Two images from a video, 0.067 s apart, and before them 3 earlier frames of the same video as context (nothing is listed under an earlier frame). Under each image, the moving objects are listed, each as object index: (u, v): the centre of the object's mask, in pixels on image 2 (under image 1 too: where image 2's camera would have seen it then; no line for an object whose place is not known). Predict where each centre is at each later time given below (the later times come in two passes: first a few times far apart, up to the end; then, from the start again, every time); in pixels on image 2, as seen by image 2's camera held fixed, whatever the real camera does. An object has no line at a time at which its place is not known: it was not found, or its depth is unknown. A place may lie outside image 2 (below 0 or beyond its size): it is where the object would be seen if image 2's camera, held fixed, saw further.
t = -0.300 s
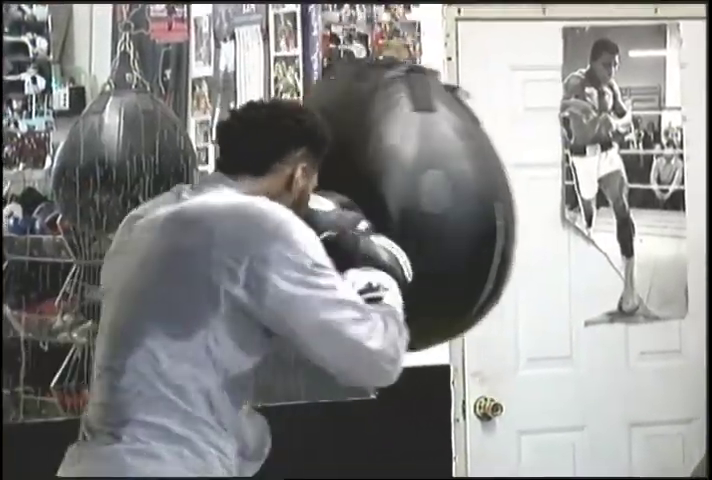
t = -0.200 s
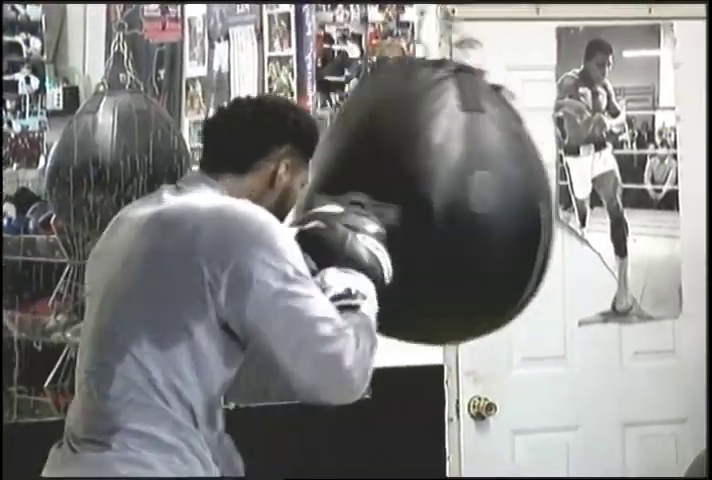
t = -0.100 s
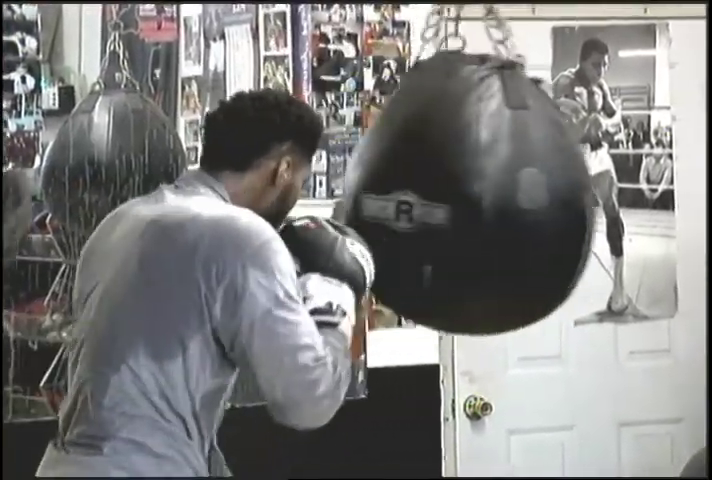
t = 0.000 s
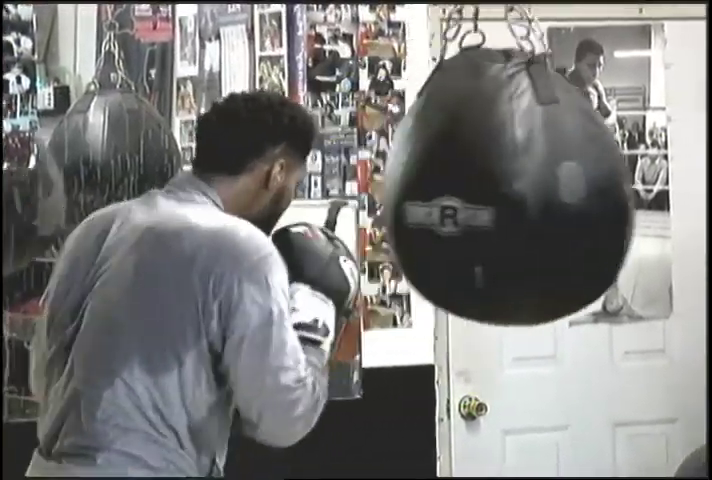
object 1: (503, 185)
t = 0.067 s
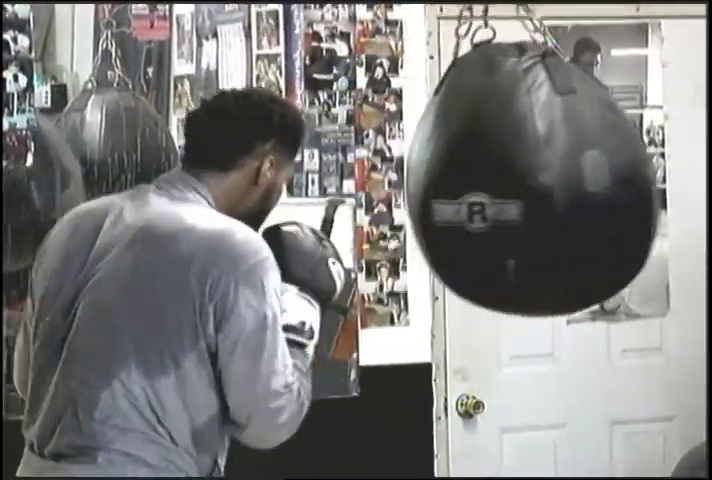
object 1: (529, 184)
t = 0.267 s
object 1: (592, 168)
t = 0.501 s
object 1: (619, 161)
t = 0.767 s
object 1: (614, 172)
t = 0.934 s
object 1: (597, 189)
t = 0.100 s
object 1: (541, 183)
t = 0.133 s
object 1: (553, 182)
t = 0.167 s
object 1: (565, 178)
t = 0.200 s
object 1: (576, 173)
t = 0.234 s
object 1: (585, 170)
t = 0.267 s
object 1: (592, 168)
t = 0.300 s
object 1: (598, 167)
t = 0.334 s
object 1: (603, 165)
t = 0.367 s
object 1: (607, 163)
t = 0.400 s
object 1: (611, 161)
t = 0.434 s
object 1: (614, 161)
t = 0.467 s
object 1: (617, 161)
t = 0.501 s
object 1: (619, 161)
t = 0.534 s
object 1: (620, 161)
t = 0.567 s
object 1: (620, 162)
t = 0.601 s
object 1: (619, 162)
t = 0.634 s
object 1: (618, 162)
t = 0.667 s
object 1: (618, 164)
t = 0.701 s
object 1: (617, 166)
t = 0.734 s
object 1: (616, 170)
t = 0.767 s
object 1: (614, 172)
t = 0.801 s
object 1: (612, 176)
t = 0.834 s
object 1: (609, 179)
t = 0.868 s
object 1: (605, 183)
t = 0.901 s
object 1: (602, 185)
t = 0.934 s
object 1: (597, 189)
